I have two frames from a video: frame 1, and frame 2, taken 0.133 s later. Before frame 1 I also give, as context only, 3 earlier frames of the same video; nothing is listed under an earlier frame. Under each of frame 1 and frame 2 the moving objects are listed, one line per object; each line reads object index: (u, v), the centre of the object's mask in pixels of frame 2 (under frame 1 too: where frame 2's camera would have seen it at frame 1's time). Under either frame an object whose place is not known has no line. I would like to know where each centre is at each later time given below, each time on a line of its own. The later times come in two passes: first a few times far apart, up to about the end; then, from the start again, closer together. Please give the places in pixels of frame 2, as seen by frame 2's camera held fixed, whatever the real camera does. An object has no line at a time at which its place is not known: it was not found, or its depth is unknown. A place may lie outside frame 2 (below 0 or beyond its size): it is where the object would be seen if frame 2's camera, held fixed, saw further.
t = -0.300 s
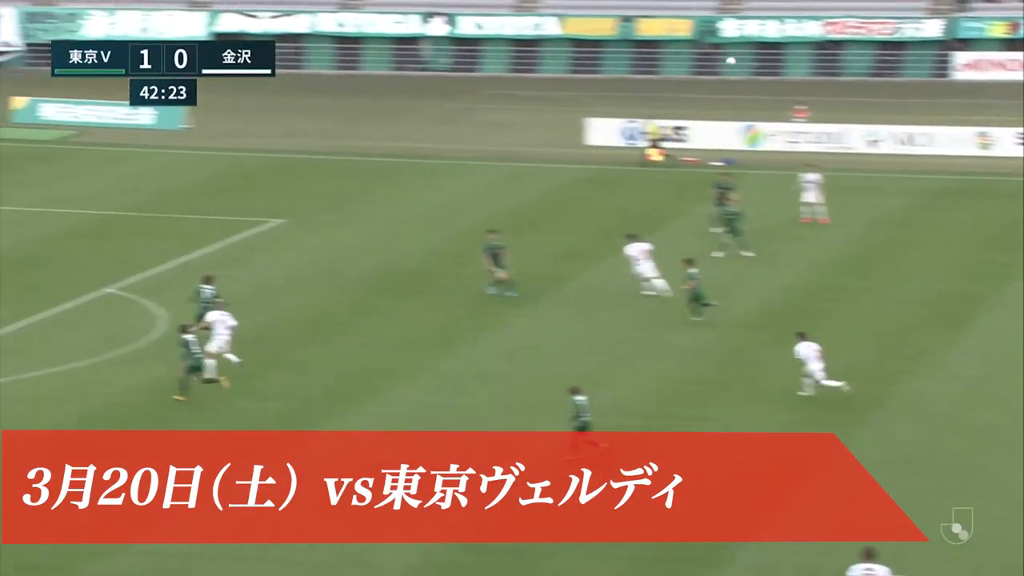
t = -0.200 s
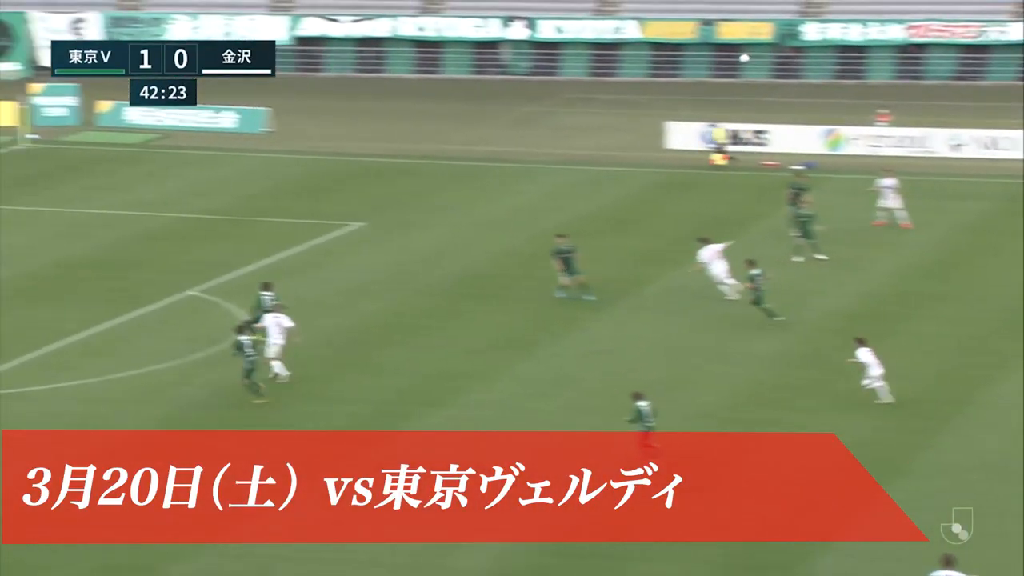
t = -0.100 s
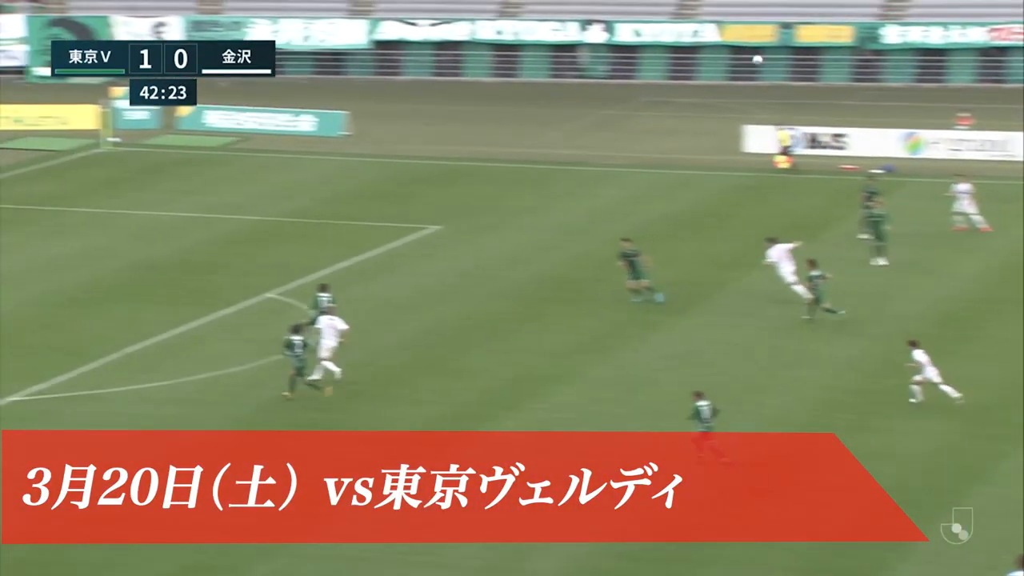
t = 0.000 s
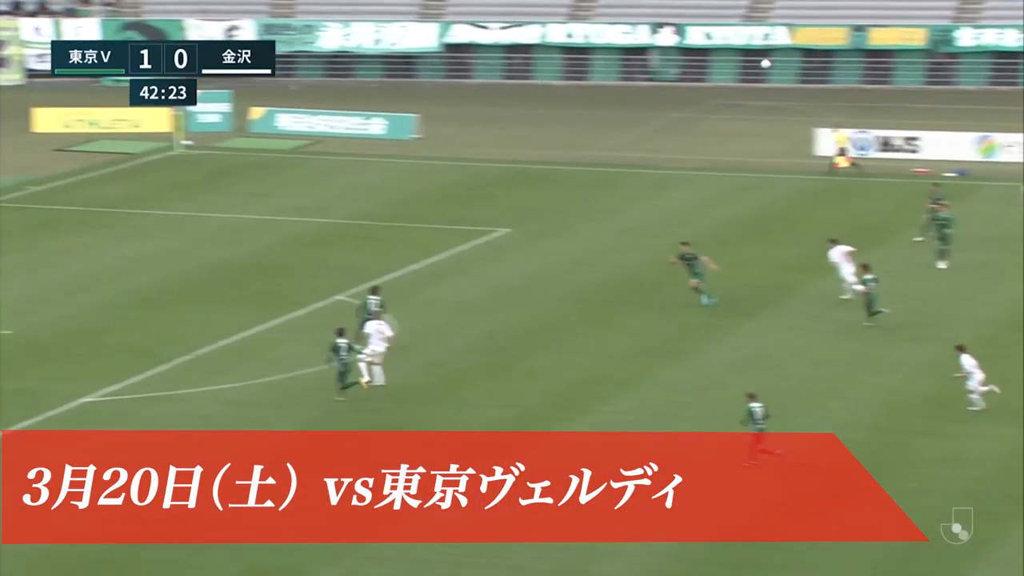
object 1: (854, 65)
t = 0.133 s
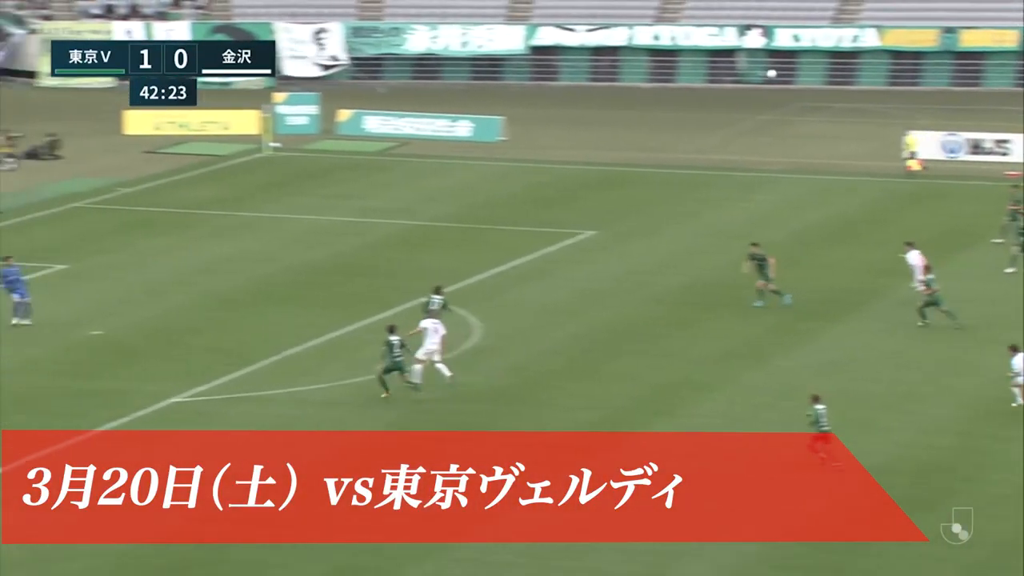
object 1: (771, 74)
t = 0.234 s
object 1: (712, 84)
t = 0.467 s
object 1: (582, 121)
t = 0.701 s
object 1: (461, 179)
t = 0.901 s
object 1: (363, 247)
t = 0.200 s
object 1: (731, 80)
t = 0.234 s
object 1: (712, 84)
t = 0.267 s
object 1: (693, 88)
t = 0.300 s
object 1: (674, 92)
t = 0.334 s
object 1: (655, 97)
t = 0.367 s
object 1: (636, 102)
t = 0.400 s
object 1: (618, 108)
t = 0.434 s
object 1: (600, 114)
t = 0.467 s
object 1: (582, 121)
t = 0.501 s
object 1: (564, 127)
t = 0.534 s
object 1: (546, 135)
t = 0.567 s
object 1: (529, 143)
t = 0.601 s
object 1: (512, 151)
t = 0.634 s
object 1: (495, 160)
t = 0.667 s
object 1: (478, 169)
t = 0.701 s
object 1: (461, 179)
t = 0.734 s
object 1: (444, 189)
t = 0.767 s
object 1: (428, 200)
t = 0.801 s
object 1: (411, 211)
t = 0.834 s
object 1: (395, 223)
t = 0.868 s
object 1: (379, 234)
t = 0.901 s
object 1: (363, 247)
